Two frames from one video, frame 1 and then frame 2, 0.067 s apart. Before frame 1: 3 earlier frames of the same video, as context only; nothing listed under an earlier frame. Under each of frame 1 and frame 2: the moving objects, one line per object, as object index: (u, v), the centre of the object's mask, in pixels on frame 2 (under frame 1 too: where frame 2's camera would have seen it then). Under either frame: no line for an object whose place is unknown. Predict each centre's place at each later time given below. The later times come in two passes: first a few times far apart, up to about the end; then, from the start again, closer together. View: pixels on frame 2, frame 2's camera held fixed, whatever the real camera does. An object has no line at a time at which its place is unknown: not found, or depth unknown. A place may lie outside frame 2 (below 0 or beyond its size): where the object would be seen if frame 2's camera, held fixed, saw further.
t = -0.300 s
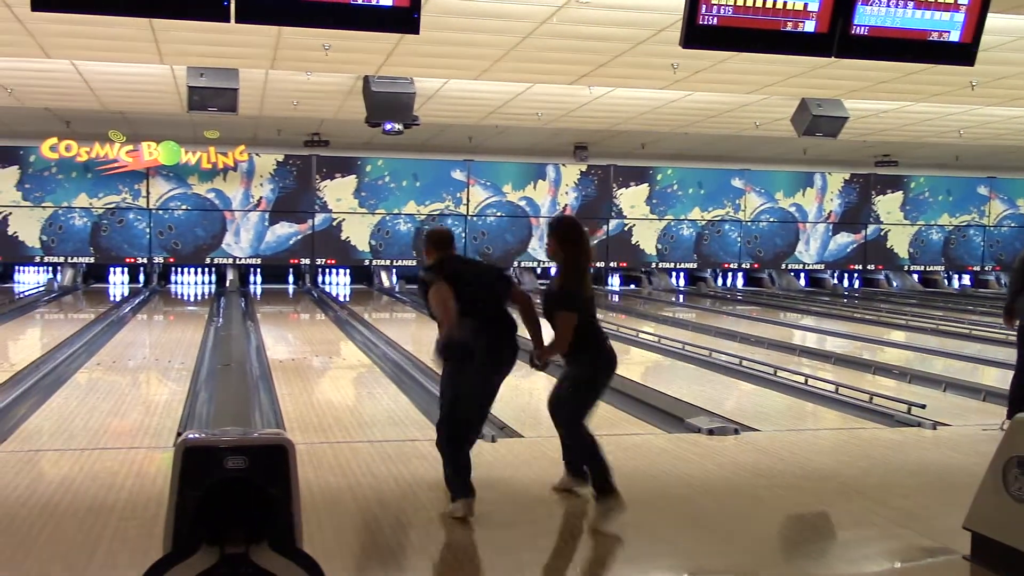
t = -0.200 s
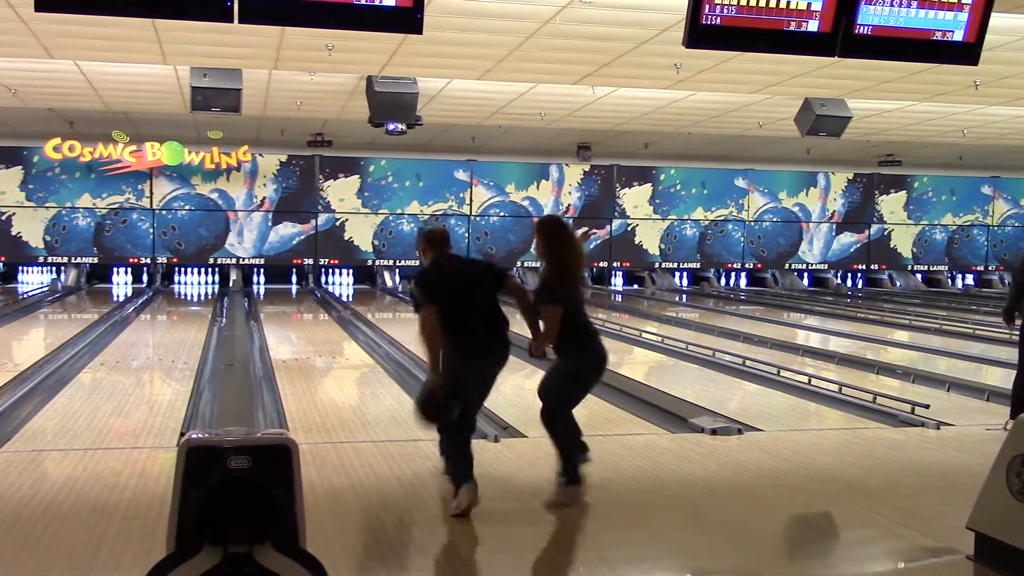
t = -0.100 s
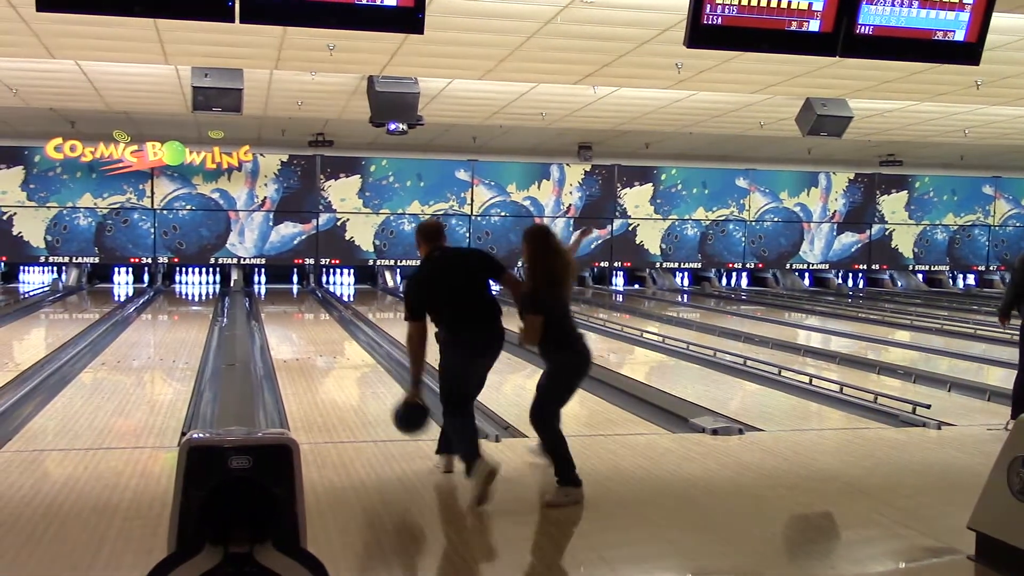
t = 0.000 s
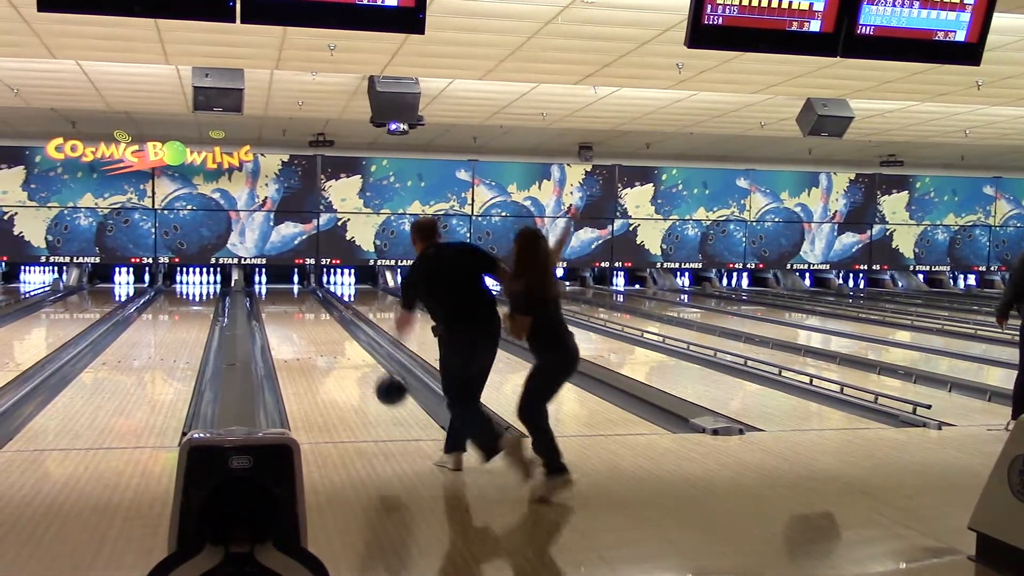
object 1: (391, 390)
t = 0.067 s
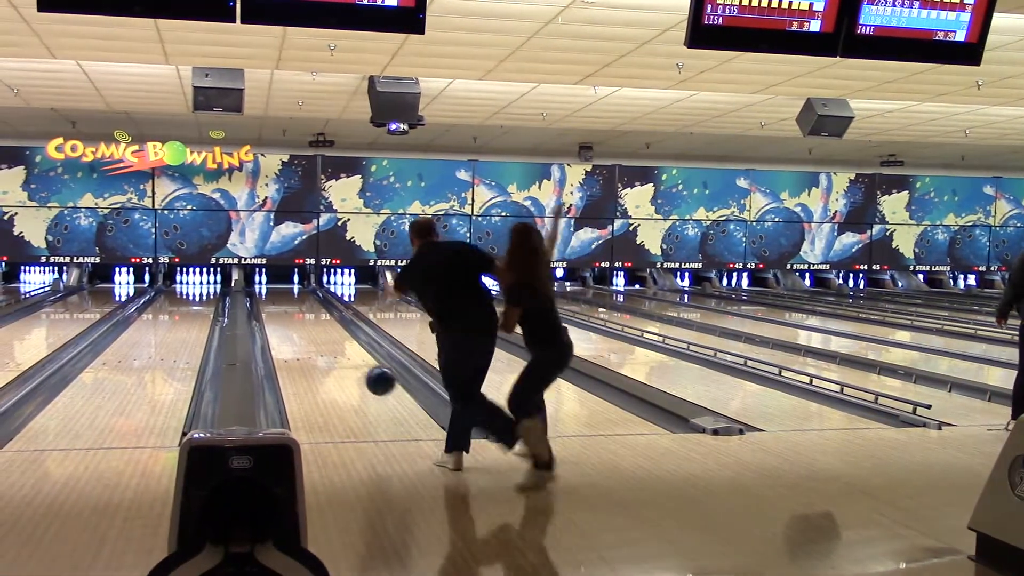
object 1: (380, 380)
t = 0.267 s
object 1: (356, 383)
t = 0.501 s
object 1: (336, 355)
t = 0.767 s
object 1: (322, 334)
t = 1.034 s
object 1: (311, 318)
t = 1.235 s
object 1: (305, 309)
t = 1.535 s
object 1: (297, 297)
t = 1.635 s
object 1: (297, 295)
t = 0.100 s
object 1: (375, 379)
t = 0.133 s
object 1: (371, 378)
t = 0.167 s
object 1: (367, 379)
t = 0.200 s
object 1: (363, 382)
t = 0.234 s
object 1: (359, 385)
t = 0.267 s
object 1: (356, 383)
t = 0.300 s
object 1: (352, 379)
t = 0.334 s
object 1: (349, 374)
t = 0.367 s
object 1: (346, 370)
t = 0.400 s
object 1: (344, 365)
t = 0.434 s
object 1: (341, 362)
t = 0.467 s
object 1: (339, 358)
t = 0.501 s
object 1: (336, 355)
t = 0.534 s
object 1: (334, 352)
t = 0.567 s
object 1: (332, 349)
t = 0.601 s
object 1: (331, 346)
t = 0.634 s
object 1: (328, 343)
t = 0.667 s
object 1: (327, 341)
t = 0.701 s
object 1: (325, 338)
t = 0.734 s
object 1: (324, 336)
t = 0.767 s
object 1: (322, 334)
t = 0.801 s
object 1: (320, 331)
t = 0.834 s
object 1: (319, 329)
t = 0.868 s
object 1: (317, 327)
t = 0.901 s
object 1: (316, 325)
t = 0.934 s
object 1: (315, 323)
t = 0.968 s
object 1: (313, 321)
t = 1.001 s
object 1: (312, 320)
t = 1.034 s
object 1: (311, 318)
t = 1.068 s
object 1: (310, 317)
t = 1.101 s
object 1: (309, 315)
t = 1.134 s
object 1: (308, 313)
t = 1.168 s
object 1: (307, 312)
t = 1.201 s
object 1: (306, 310)
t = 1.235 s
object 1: (305, 309)
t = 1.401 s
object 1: (301, 303)
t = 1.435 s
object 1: (300, 302)
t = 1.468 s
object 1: (299, 302)
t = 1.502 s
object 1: (298, 298)
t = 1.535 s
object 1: (297, 297)
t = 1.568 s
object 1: (297, 296)
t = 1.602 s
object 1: (297, 295)
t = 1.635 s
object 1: (297, 295)
